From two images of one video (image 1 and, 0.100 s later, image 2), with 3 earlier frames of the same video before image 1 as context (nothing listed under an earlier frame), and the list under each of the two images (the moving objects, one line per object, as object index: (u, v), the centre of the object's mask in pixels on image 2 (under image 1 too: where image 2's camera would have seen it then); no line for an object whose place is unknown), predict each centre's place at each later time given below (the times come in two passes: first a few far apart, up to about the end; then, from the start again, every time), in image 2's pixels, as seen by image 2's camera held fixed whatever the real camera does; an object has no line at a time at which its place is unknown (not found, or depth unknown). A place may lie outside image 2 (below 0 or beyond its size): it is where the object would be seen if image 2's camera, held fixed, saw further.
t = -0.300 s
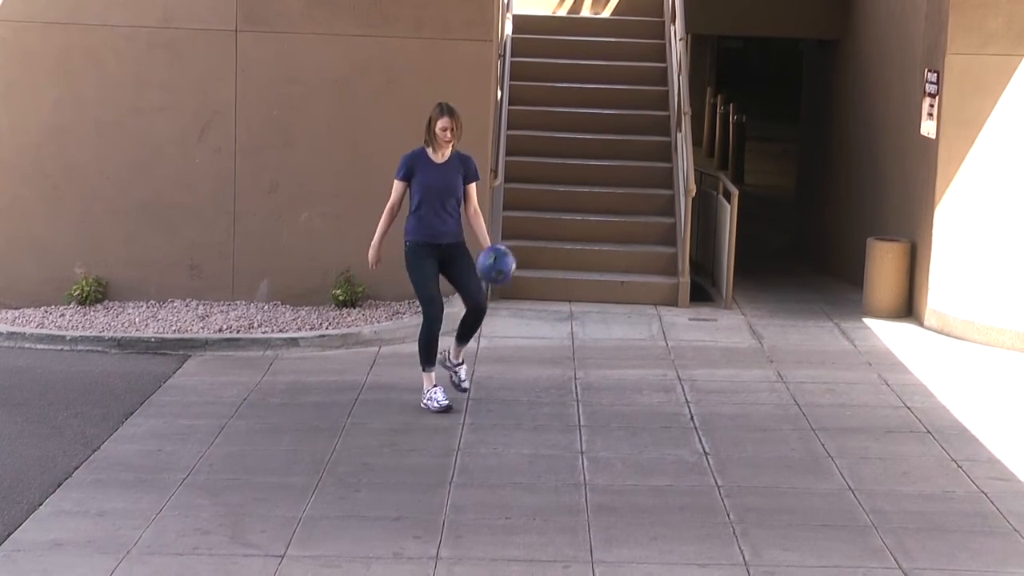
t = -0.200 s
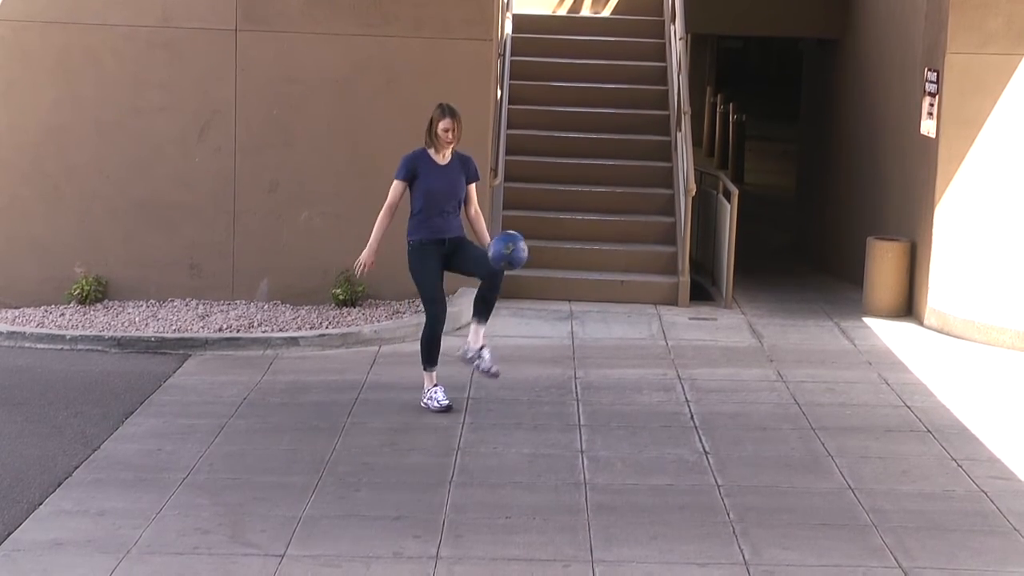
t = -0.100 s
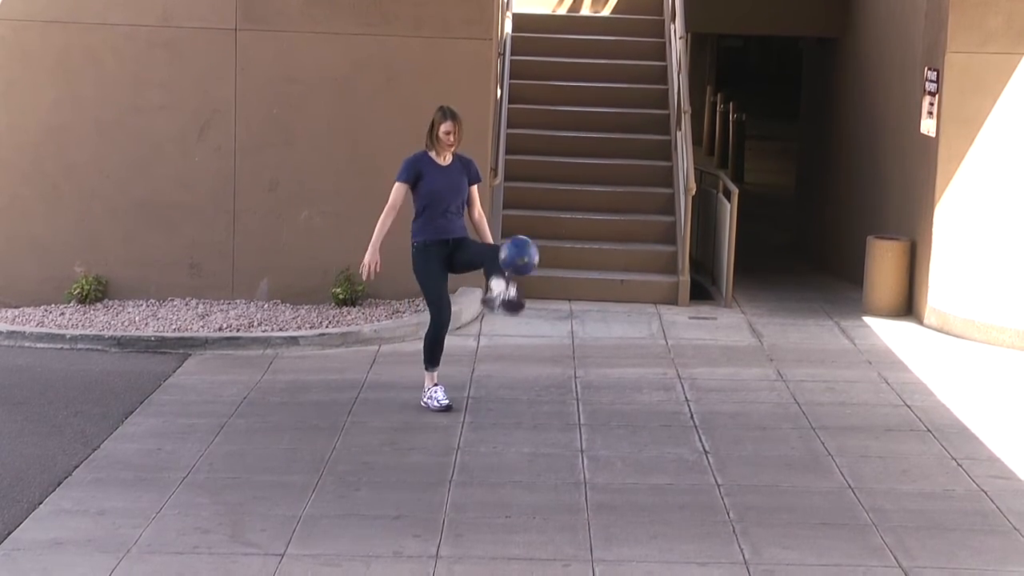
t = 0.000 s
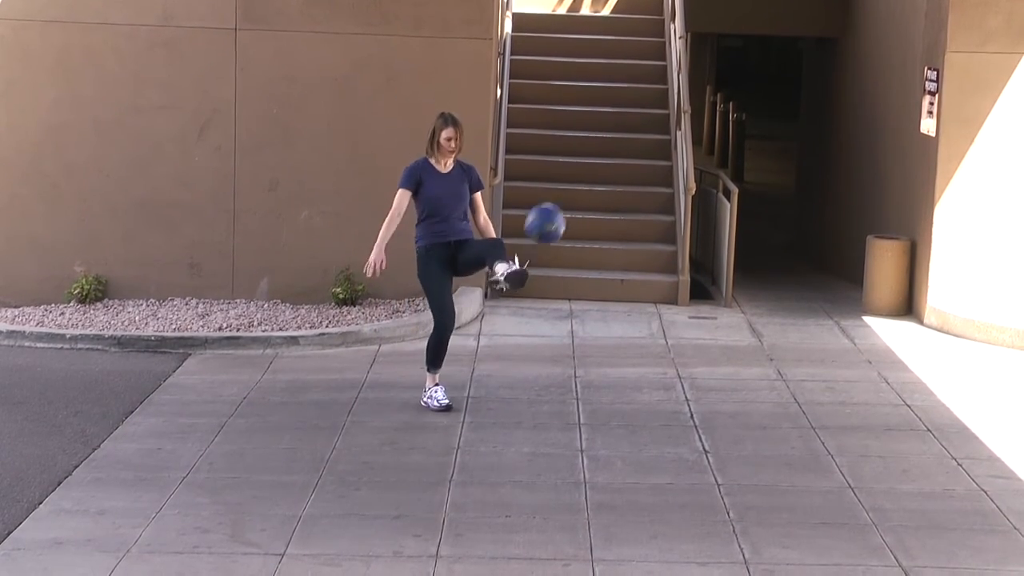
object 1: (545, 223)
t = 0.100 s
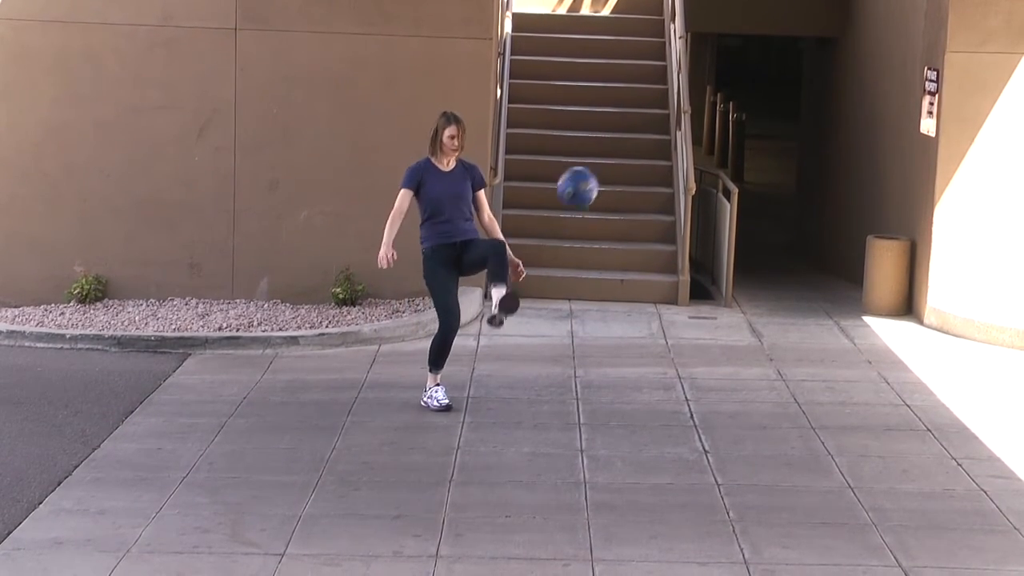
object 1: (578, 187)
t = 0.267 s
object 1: (630, 169)
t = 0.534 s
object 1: (709, 257)
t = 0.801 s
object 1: (775, 421)
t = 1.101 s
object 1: (822, 303)
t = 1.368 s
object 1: (856, 349)
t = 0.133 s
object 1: (588, 179)
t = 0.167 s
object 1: (599, 173)
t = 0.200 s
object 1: (609, 170)
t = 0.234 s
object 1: (620, 168)
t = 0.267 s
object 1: (630, 169)
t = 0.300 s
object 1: (640, 171)
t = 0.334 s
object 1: (651, 177)
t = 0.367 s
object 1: (660, 184)
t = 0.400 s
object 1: (670, 194)
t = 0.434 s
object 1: (681, 207)
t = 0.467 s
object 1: (691, 221)
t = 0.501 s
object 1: (700, 238)
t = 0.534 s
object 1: (709, 257)
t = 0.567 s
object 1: (718, 277)
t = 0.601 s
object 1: (727, 300)
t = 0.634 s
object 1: (736, 327)
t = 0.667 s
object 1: (745, 353)
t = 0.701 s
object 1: (754, 383)
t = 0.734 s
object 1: (762, 416)
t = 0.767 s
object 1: (769, 444)
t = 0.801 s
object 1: (775, 421)
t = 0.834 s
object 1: (781, 400)
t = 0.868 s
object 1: (786, 380)
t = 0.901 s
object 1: (791, 363)
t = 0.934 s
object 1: (796, 348)
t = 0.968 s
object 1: (802, 335)
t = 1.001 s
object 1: (807, 323)
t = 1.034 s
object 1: (812, 314)
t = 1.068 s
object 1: (817, 307)
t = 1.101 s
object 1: (822, 303)
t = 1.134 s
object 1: (827, 301)
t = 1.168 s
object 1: (832, 301)
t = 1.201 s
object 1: (836, 303)
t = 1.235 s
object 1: (841, 308)
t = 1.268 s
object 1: (844, 315)
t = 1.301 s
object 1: (848, 324)
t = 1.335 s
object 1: (852, 336)
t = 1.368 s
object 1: (856, 349)
